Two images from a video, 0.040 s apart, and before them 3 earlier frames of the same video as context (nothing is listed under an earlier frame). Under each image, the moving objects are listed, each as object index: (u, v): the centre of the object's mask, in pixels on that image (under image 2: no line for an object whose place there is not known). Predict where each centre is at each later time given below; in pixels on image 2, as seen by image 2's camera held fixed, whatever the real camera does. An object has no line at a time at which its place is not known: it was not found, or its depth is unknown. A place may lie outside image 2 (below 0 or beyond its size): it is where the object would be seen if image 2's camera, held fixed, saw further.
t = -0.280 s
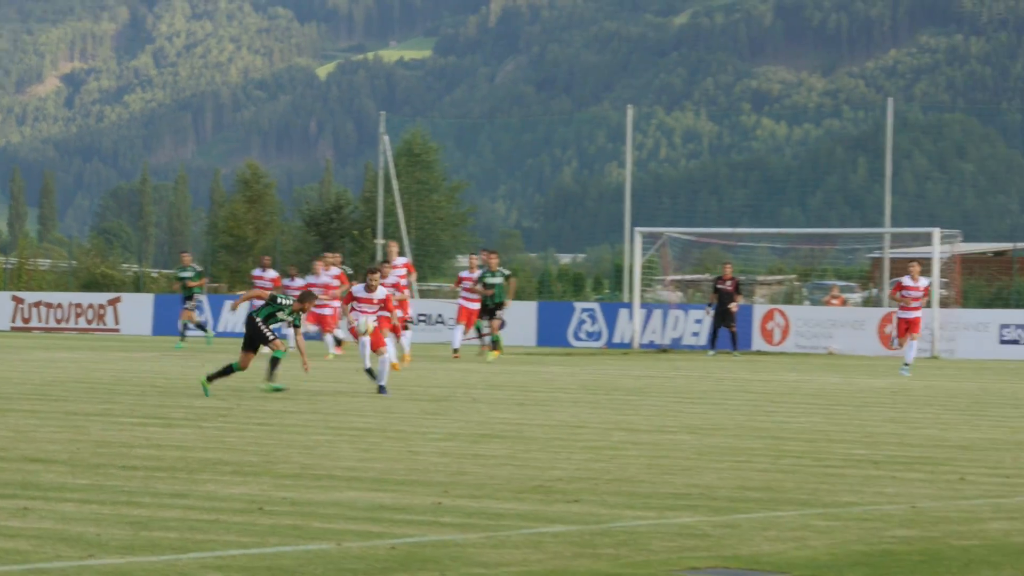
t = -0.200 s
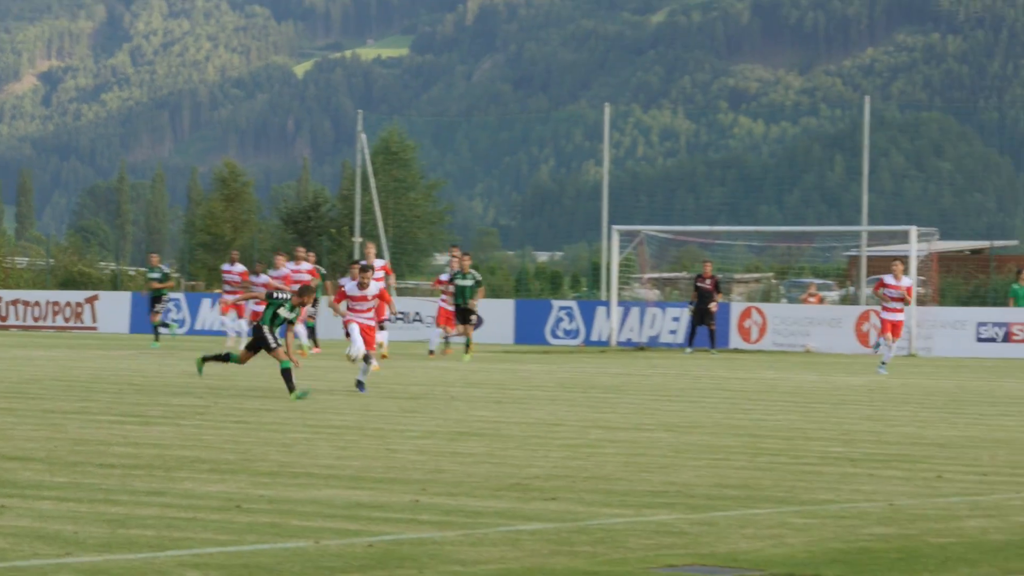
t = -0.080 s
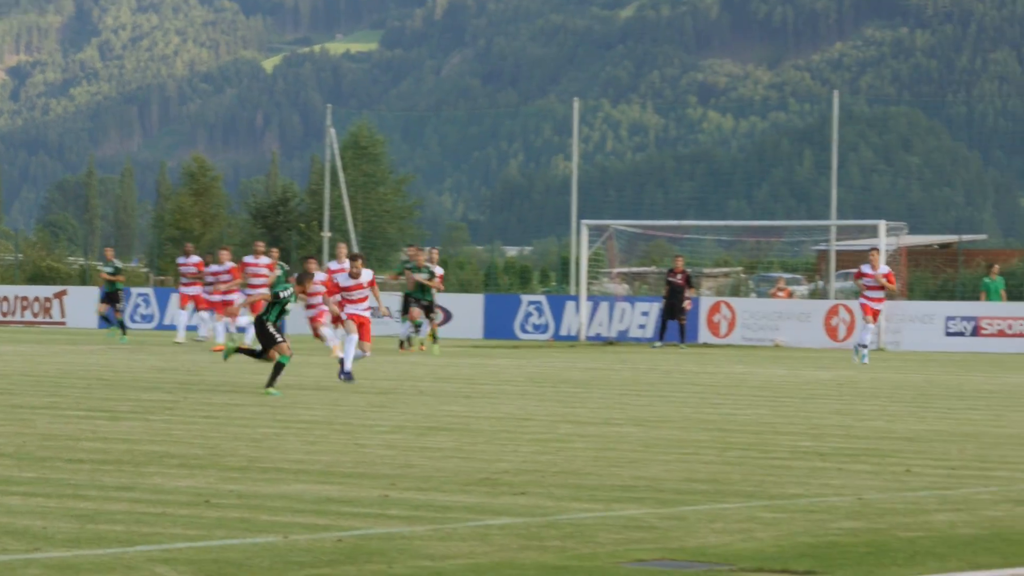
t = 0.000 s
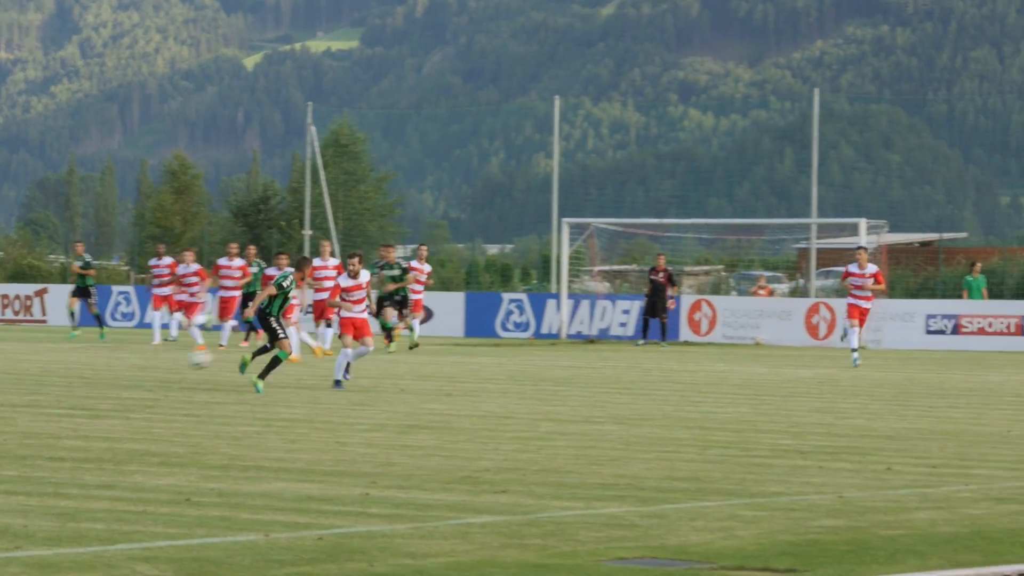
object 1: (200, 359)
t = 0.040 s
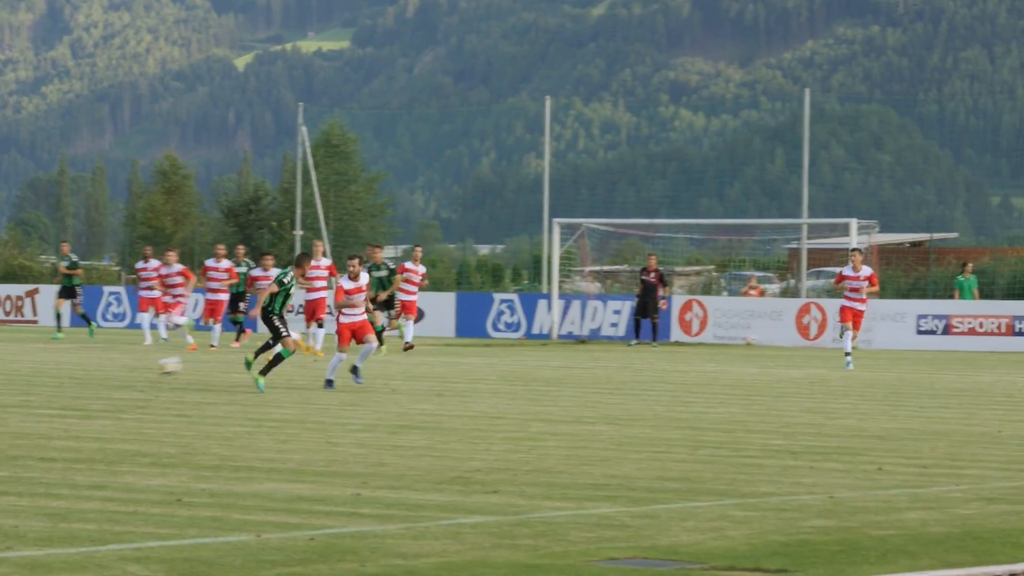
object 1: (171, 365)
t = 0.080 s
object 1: (145, 373)
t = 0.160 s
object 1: (103, 379)
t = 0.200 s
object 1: (88, 375)
